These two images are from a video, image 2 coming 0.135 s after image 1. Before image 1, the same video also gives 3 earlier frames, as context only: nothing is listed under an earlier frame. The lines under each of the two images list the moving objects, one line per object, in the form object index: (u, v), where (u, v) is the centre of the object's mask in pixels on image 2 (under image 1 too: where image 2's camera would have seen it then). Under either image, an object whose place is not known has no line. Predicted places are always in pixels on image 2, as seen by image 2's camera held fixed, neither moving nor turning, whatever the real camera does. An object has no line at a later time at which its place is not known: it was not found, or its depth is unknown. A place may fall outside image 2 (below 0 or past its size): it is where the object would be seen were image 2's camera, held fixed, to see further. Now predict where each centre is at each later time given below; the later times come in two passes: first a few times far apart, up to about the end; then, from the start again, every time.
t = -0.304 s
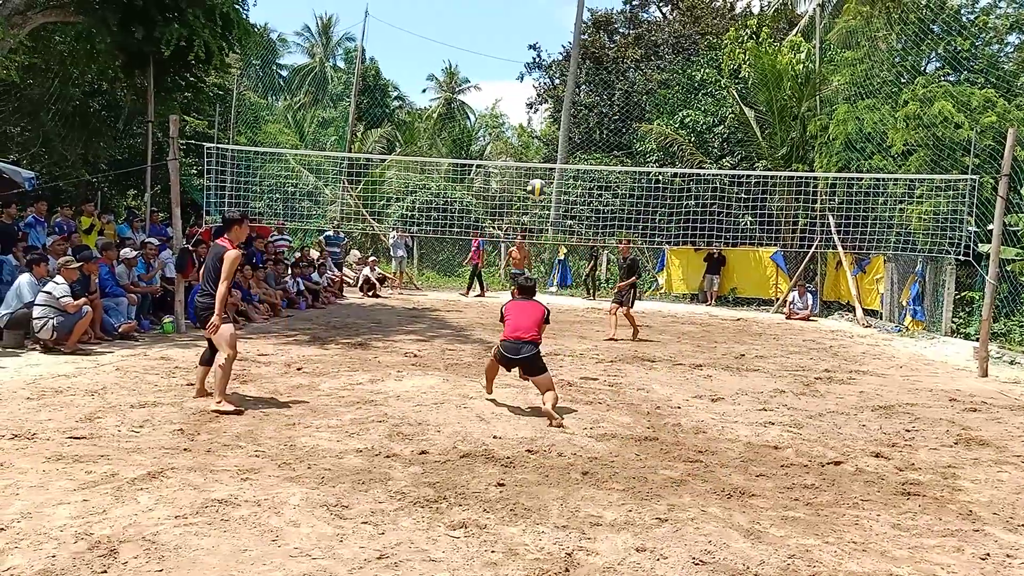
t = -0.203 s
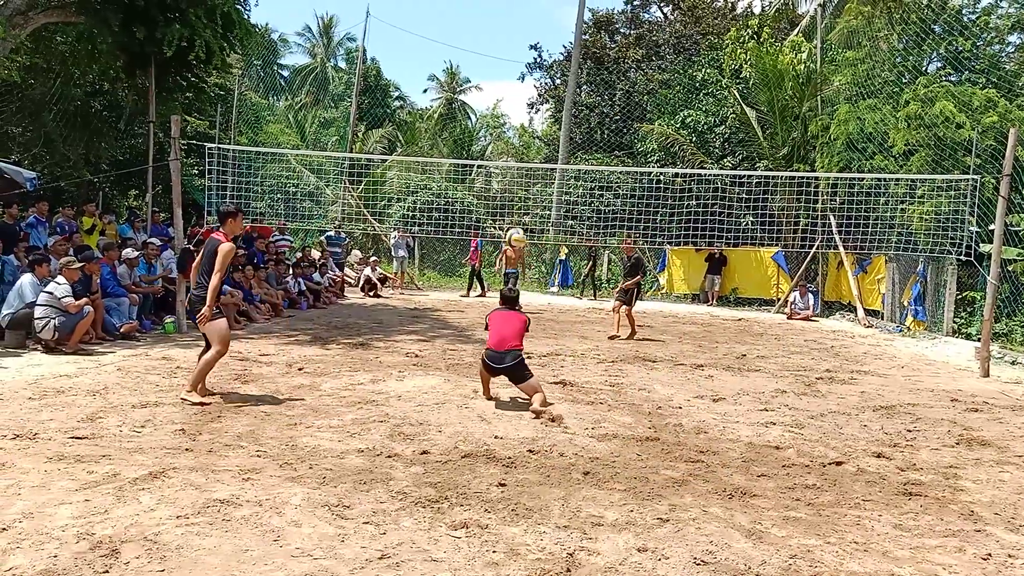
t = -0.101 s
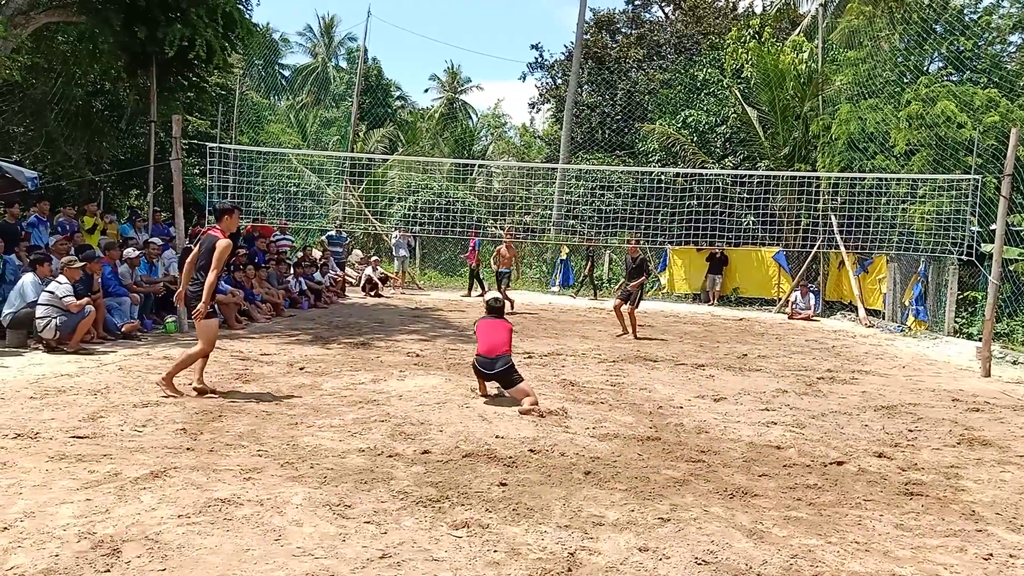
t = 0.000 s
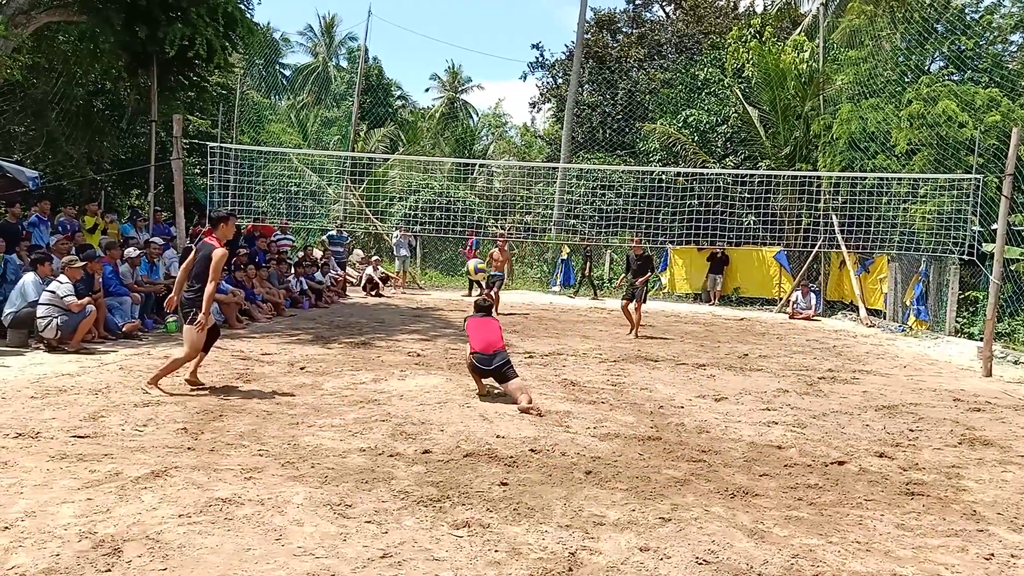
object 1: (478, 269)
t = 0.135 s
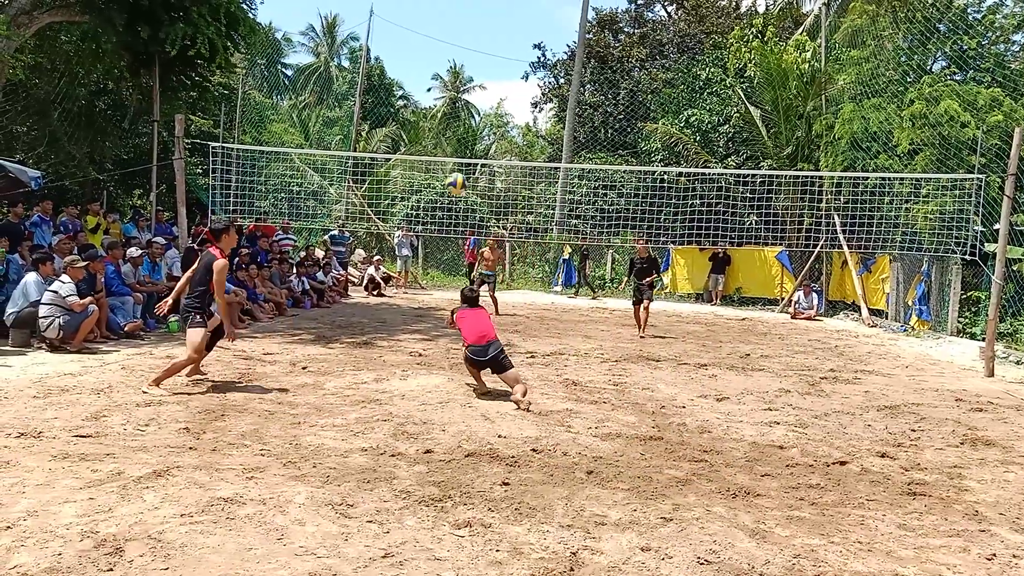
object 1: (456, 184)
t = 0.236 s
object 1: (441, 132)
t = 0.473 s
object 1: (405, 56)
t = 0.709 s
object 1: (369, 35)
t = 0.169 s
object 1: (450, 165)
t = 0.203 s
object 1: (446, 148)
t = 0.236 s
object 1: (441, 132)
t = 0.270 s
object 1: (436, 118)
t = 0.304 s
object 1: (431, 106)
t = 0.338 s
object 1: (426, 93)
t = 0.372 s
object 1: (421, 81)
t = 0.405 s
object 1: (416, 71)
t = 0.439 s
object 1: (410, 64)
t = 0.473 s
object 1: (405, 56)
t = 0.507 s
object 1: (400, 49)
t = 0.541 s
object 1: (395, 44)
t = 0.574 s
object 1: (390, 40)
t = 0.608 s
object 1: (384, 37)
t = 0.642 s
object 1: (379, 35)
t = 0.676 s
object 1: (374, 35)
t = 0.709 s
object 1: (369, 35)
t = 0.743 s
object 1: (363, 36)
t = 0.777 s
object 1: (358, 39)
